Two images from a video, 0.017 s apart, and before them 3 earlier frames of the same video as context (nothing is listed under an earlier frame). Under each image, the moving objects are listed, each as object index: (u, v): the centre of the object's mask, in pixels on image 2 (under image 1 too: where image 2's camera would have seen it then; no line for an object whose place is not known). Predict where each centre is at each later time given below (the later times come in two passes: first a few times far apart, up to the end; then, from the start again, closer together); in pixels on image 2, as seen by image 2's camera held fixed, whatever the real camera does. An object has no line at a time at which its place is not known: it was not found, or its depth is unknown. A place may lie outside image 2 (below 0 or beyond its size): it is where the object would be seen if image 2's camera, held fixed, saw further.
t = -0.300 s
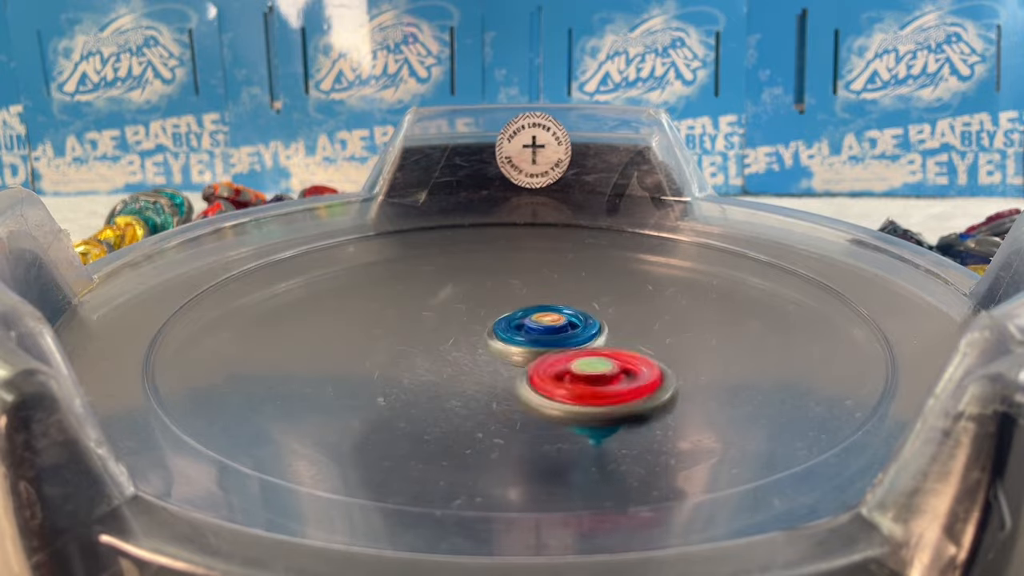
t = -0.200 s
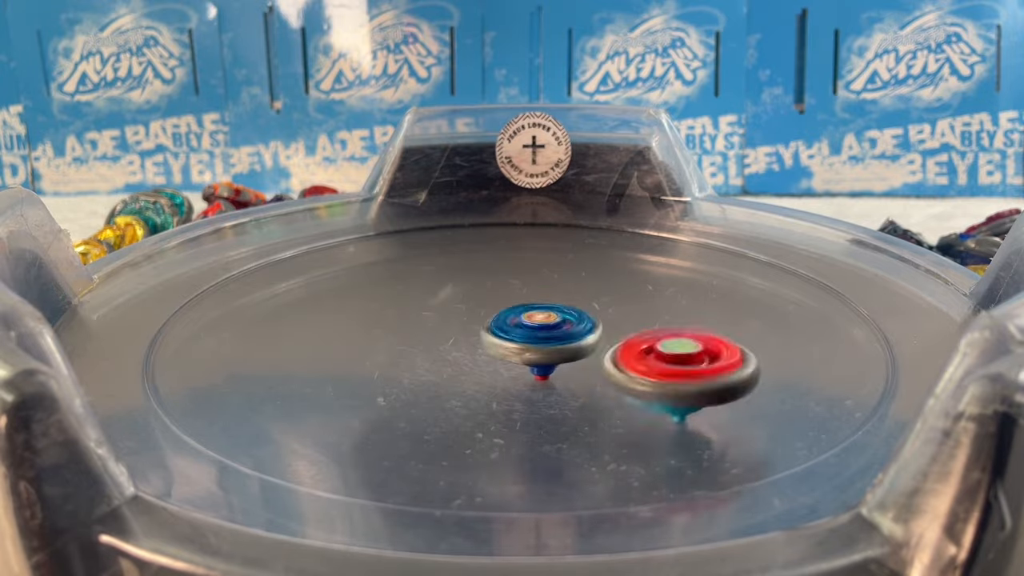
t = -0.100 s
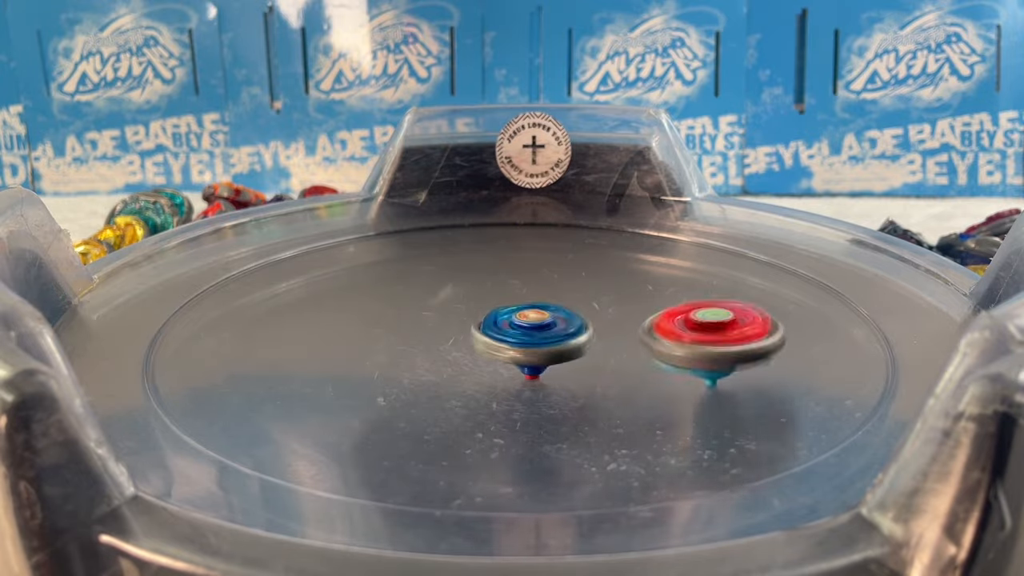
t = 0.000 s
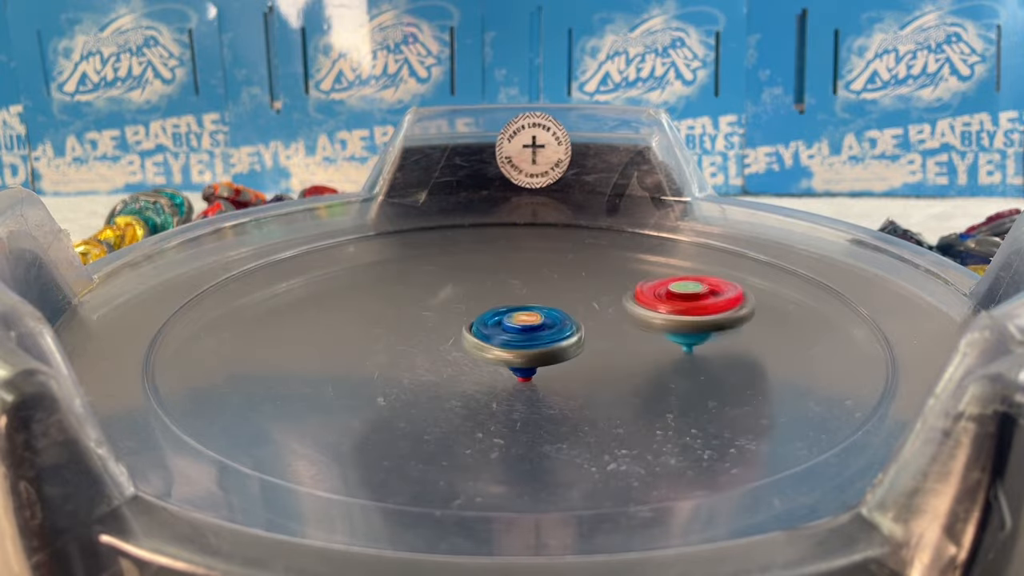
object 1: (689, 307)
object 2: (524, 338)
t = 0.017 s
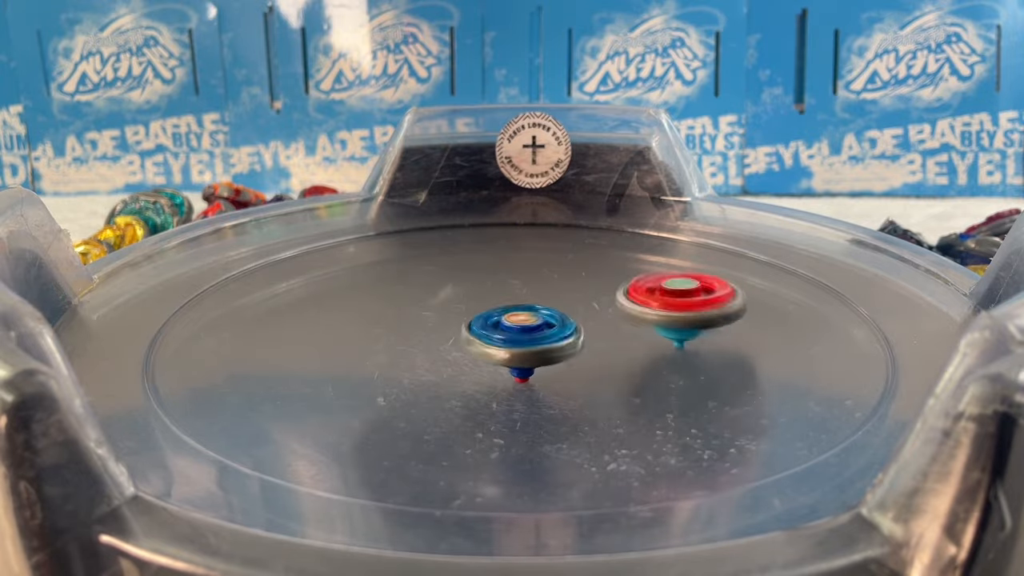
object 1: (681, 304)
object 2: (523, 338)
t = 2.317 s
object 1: (678, 303)
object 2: (536, 334)
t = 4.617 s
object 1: (650, 310)
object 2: (520, 337)
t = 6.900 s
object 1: (645, 320)
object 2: (518, 341)
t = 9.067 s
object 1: (651, 358)
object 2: (527, 340)
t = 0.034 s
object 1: (672, 300)
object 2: (522, 338)
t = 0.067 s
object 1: (651, 293)
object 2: (519, 340)
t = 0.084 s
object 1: (641, 290)
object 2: (519, 340)
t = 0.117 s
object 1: (617, 286)
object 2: (518, 341)
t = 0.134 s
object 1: (605, 284)
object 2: (518, 342)
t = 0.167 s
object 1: (581, 281)
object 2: (518, 343)
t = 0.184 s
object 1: (568, 280)
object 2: (518, 344)
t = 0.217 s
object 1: (542, 280)
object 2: (520, 345)
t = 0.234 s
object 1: (529, 279)
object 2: (522, 345)
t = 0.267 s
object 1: (503, 281)
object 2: (524, 345)
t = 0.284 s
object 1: (491, 282)
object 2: (525, 346)
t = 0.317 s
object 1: (467, 284)
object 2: (529, 344)
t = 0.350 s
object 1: (444, 289)
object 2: (530, 344)
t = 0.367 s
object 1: (433, 291)
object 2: (532, 343)
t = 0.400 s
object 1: (412, 296)
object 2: (533, 342)
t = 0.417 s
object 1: (403, 300)
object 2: (533, 341)
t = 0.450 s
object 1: (384, 307)
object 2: (533, 340)
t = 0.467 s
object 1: (377, 311)
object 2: (532, 340)
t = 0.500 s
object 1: (364, 320)
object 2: (529, 340)
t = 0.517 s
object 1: (358, 324)
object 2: (527, 339)
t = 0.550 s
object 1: (353, 334)
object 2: (525, 339)
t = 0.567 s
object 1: (351, 339)
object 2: (523, 339)
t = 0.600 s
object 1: (351, 350)
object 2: (521, 338)
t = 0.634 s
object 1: (360, 361)
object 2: (519, 339)
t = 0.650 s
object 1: (367, 366)
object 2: (518, 338)
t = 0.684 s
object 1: (383, 375)
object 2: (516, 338)
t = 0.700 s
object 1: (394, 380)
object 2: (515, 338)
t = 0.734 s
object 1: (422, 386)
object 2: (515, 337)
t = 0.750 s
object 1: (439, 390)
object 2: (515, 335)
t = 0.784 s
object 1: (470, 394)
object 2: (513, 333)
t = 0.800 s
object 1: (489, 395)
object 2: (511, 333)
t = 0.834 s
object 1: (524, 396)
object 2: (509, 332)
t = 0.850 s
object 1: (542, 393)
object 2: (506, 333)
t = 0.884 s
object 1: (576, 390)
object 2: (504, 336)
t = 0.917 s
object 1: (605, 384)
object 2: (505, 340)
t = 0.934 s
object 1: (617, 380)
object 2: (506, 341)
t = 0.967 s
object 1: (639, 371)
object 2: (510, 343)
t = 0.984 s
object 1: (649, 366)
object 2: (512, 342)
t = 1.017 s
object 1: (659, 356)
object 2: (514, 343)
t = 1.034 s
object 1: (663, 351)
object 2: (516, 343)
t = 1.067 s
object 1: (669, 339)
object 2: (519, 343)
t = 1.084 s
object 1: (669, 335)
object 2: (520, 343)
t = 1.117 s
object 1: (663, 324)
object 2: (522, 342)
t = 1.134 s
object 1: (660, 319)
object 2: (524, 342)
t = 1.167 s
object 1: (651, 309)
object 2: (525, 341)
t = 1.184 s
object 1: (643, 305)
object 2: (525, 340)
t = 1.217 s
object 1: (628, 296)
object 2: (524, 340)
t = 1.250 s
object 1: (611, 289)
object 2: (526, 339)
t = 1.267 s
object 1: (601, 286)
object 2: (526, 338)
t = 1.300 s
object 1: (580, 280)
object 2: (526, 337)
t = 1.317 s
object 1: (569, 277)
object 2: (525, 337)
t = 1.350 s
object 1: (548, 273)
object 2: (524, 336)
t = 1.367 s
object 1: (535, 272)
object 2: (525, 335)
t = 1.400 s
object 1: (512, 270)
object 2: (522, 335)
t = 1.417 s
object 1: (501, 270)
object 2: (521, 334)
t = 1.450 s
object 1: (477, 271)
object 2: (519, 334)
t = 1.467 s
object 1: (465, 272)
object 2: (518, 334)
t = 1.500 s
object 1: (444, 274)
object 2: (515, 334)
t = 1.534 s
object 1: (422, 279)
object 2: (512, 334)
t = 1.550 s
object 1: (413, 281)
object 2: (511, 334)
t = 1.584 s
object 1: (395, 288)
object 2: (510, 335)
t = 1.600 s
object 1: (388, 292)
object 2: (510, 336)
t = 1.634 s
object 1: (374, 300)
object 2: (512, 337)
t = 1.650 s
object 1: (368, 305)
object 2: (513, 337)
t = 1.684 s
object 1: (362, 315)
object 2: (514, 338)
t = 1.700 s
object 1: (361, 321)
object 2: (515, 338)
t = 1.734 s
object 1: (361, 332)
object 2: (518, 338)
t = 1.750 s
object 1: (363, 337)
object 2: (519, 338)
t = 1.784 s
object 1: (374, 349)
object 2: (521, 339)
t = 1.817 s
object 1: (390, 359)
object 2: (524, 338)
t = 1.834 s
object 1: (399, 363)
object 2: (526, 338)
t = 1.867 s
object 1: (424, 372)
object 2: (531, 337)
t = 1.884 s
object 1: (438, 375)
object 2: (533, 336)
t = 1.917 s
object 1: (467, 380)
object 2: (538, 331)
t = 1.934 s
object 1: (483, 382)
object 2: (539, 330)
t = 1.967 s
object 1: (517, 383)
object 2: (537, 327)
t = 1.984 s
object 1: (535, 384)
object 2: (536, 326)
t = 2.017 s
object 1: (567, 382)
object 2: (532, 326)
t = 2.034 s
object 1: (581, 379)
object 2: (531, 328)
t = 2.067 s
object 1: (613, 375)
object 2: (533, 331)
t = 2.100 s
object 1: (639, 368)
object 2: (535, 334)
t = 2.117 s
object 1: (649, 363)
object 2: (538, 334)
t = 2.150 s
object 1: (667, 354)
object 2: (541, 334)
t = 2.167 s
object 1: (677, 349)
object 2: (541, 334)
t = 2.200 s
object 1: (685, 339)
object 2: (540, 334)
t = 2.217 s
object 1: (688, 334)
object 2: (540, 334)
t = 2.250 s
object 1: (689, 323)
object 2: (538, 334)
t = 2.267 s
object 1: (689, 318)
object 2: (538, 334)
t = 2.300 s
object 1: (684, 308)
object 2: (536, 334)
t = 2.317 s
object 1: (678, 303)
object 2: (536, 334)
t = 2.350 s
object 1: (666, 294)
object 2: (534, 335)
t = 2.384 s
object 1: (650, 287)
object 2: (533, 335)
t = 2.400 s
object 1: (642, 284)
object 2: (534, 336)
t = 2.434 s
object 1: (621, 279)
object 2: (536, 337)
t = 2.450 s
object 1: (609, 277)
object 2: (536, 337)
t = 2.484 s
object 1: (588, 274)
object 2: (538, 338)
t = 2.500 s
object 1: (577, 273)
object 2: (538, 338)
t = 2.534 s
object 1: (552, 272)
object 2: (540, 339)
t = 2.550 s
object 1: (540, 272)
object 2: (541, 339)
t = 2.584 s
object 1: (517, 274)
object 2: (542, 339)
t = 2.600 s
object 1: (505, 275)
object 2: (543, 339)
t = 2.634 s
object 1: (482, 280)
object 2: (546, 338)
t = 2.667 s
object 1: (462, 284)
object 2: (547, 338)
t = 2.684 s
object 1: (451, 287)
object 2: (548, 337)
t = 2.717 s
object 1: (433, 293)
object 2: (548, 337)
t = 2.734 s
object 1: (424, 298)
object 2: (547, 336)
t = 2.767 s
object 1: (408, 306)
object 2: (546, 336)
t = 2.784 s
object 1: (402, 311)
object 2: (545, 336)
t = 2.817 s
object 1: (394, 320)
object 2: (542, 336)
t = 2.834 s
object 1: (390, 325)
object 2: (541, 336)
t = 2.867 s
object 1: (384, 335)
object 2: (539, 336)
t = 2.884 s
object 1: (384, 341)
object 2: (538, 337)
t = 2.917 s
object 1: (389, 350)
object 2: (536, 338)
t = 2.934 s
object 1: (394, 355)
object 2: (535, 339)
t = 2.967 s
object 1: (404, 366)
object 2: (533, 339)
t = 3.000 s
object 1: (421, 374)
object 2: (535, 339)
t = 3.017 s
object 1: (431, 378)
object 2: (535, 339)
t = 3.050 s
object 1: (457, 384)
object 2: (537, 337)
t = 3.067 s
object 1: (469, 387)
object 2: (538, 335)
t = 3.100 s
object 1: (498, 391)
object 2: (537, 333)
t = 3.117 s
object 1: (515, 392)
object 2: (535, 333)
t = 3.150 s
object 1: (548, 392)
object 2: (534, 333)
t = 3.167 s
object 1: (564, 393)
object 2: (533, 334)
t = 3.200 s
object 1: (596, 388)
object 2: (531, 336)
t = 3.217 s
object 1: (609, 385)
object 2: (531, 338)
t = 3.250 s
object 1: (639, 379)
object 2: (533, 341)
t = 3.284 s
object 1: (660, 371)
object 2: (535, 342)
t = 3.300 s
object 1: (668, 366)
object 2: (536, 342)
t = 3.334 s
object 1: (678, 357)
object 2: (536, 341)
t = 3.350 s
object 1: (683, 352)
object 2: (535, 341)
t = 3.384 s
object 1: (687, 341)
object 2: (534, 341)
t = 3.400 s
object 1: (687, 336)
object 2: (533, 341)
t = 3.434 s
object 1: (680, 327)
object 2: (530, 341)
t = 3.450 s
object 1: (675, 322)
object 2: (529, 341)
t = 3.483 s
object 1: (662, 313)
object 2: (526, 341)
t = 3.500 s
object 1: (654, 309)
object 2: (524, 341)
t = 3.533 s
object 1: (639, 302)
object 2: (522, 342)
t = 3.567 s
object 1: (618, 296)
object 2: (519, 342)
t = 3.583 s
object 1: (606, 294)
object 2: (519, 343)
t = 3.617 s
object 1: (585, 289)
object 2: (518, 344)
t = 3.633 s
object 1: (574, 288)
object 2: (518, 344)
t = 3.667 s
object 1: (551, 284)
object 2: (518, 344)
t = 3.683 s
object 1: (539, 284)
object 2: (519, 345)
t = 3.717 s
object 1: (515, 282)
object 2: (519, 345)
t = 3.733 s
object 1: (503, 282)
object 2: (520, 346)
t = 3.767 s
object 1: (480, 284)
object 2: (521, 345)
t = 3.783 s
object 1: (469, 285)
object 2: (522, 344)
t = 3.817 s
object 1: (446, 289)
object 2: (523, 344)
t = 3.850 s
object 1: (425, 292)
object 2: (524, 343)
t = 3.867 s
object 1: (416, 295)
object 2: (523, 343)
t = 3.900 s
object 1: (397, 300)
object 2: (522, 342)
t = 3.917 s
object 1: (389, 304)
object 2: (521, 342)
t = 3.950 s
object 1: (374, 312)
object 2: (520, 341)
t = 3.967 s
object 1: (368, 316)
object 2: (519, 341)
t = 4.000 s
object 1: (360, 325)
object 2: (516, 340)
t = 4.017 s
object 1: (359, 329)
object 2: (516, 341)
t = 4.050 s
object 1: (358, 340)
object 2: (513, 341)
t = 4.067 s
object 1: (360, 344)
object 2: (513, 341)
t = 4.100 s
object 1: (367, 354)
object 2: (512, 341)
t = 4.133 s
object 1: (384, 364)
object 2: (512, 340)
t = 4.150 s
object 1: (392, 368)
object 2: (512, 340)
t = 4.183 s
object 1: (417, 376)
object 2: (514, 339)
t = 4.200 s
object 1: (429, 379)
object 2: (516, 337)
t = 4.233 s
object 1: (458, 383)
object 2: (517, 333)
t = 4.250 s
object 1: (472, 384)
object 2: (514, 331)
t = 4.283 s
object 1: (507, 386)
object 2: (510, 331)
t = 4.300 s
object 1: (523, 386)
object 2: (507, 331)
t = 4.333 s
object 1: (554, 384)
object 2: (505, 331)
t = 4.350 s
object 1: (568, 382)
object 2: (504, 334)
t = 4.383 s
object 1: (594, 375)
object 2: (506, 338)
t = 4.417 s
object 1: (620, 367)
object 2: (508, 340)
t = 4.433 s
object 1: (630, 363)
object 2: (511, 340)
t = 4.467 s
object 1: (645, 355)
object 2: (515, 340)
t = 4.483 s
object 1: (649, 349)
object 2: (516, 340)
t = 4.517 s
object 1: (656, 340)
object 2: (517, 339)
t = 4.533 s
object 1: (657, 334)
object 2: (518, 340)
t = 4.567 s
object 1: (657, 325)
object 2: (519, 338)
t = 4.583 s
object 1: (655, 320)
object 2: (520, 338)
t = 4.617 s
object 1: (650, 310)
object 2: (520, 337)
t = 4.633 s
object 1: (645, 306)
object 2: (520, 336)
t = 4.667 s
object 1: (633, 298)
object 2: (521, 336)
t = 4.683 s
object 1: (626, 293)
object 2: (521, 336)
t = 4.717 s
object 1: (608, 287)
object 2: (520, 335)
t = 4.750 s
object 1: (590, 281)
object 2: (520, 334)
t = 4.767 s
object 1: (581, 279)
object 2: (520, 334)
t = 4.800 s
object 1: (561, 275)
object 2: (518, 334)
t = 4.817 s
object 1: (550, 273)
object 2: (517, 333)
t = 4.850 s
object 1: (528, 271)
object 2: (516, 333)
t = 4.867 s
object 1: (517, 271)
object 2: (514, 333)
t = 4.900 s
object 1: (495, 272)
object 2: (512, 334)
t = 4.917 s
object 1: (484, 273)
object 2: (512, 335)
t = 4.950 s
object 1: (463, 278)
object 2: (512, 335)
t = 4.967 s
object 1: (453, 280)
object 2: (512, 335)
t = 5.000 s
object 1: (435, 285)
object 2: (515, 336)
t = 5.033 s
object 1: (418, 292)
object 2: (517, 336)
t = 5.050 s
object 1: (411, 296)
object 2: (519, 336)
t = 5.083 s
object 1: (399, 304)
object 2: (521, 336)
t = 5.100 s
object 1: (396, 309)
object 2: (522, 336)
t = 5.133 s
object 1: (389, 319)
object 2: (523, 336)
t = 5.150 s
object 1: (387, 324)
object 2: (524, 336)
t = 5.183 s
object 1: (388, 334)
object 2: (525, 336)
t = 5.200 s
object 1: (390, 340)
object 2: (527, 336)
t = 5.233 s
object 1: (399, 349)
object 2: (528, 336)
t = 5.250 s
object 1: (407, 354)
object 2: (530, 335)
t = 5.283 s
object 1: (423, 363)
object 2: (534, 335)
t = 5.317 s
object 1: (443, 370)
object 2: (538, 333)
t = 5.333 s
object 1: (454, 373)
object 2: (540, 331)
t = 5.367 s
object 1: (480, 378)
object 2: (539, 328)
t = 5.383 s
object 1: (495, 380)
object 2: (539, 327)
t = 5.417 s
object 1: (526, 382)
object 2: (537, 326)
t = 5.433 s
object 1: (542, 383)
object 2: (536, 326)
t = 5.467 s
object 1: (571, 382)
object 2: (533, 326)
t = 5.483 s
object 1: (585, 380)
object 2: (532, 328)
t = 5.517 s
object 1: (612, 375)
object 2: (532, 331)
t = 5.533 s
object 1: (624, 372)
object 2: (536, 333)
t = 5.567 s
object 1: (649, 364)
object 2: (539, 335)
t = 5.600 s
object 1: (667, 356)
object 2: (542, 335)
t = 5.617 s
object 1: (674, 352)
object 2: (543, 336)
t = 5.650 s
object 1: (683, 343)
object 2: (545, 336)
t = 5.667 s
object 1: (684, 338)
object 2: (546, 335)
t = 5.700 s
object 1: (684, 328)
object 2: (546, 336)
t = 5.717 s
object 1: (683, 323)
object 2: (547, 336)
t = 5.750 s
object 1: (676, 315)
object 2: (546, 336)
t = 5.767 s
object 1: (671, 311)
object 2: (547, 336)
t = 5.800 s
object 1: (659, 303)
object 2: (546, 336)
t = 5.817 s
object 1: (651, 299)
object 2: (544, 336)
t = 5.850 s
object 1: (634, 293)
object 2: (544, 336)
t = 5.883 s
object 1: (616, 288)
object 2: (543, 337)
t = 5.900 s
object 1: (605, 286)
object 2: (544, 337)
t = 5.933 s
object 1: (582, 283)
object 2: (541, 338)
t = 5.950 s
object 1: (570, 282)
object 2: (541, 338)
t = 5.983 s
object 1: (547, 281)
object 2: (540, 339)
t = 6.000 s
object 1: (535, 281)
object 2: (539, 339)
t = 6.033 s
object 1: (513, 283)
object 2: (538, 340)
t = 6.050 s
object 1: (500, 285)
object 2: (537, 340)
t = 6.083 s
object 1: (479, 289)
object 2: (537, 340)
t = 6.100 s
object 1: (468, 292)
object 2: (536, 340)
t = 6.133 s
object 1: (449, 296)
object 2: (536, 341)
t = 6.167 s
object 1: (431, 302)
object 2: (538, 341)
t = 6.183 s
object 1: (423, 306)
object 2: (537, 341)
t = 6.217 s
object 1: (408, 313)
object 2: (536, 341)
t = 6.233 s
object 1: (403, 316)
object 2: (537, 341)
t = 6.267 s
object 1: (393, 324)
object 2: (535, 342)
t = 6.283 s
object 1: (389, 329)
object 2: (533, 342)
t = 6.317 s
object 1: (384, 338)
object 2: (532, 342)
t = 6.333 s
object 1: (383, 343)
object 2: (531, 342)
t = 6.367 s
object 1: (386, 353)
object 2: (529, 342)
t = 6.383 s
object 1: (390, 357)
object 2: (528, 342)
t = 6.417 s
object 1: (401, 366)
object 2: (528, 342)
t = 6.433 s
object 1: (408, 370)
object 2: (529, 341)
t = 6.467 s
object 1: (427, 377)
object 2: (529, 340)
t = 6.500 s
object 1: (451, 383)
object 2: (529, 337)
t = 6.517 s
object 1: (465, 386)
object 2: (529, 336)
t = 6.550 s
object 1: (494, 389)
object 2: (526, 333)
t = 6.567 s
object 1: (508, 389)
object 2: (522, 332)
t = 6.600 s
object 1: (539, 388)
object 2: (516, 332)
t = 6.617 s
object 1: (553, 388)
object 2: (512, 334)
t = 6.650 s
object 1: (581, 384)
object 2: (512, 337)
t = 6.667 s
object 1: (593, 381)
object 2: (512, 338)
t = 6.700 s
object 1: (619, 374)
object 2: (513, 342)
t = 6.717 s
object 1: (628, 370)
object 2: (514, 342)
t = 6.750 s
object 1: (643, 362)
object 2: (516, 343)
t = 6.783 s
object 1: (652, 353)
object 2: (518, 343)
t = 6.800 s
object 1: (655, 348)
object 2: (518, 342)
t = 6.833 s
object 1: (656, 339)
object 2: (517, 342)
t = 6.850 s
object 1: (655, 334)
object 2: (518, 342)
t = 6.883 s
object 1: (649, 325)
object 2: (518, 342)
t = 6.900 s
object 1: (645, 320)
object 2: (518, 341)
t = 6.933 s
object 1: (634, 312)
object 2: (516, 341)
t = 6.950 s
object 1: (628, 308)
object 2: (517, 341)
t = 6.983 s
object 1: (614, 301)
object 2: (516, 341)
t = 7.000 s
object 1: (605, 298)
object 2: (516, 340)
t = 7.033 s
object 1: (588, 292)
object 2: (517, 340)
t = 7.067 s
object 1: (569, 286)
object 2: (517, 339)
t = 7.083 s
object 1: (559, 284)
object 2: (517, 339)
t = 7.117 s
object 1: (537, 282)
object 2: (518, 338)
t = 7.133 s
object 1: (526, 281)
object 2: (517, 339)
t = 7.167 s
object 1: (504, 280)
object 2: (518, 338)
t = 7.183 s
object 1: (493, 280)
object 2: (518, 338)
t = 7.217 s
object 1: (472, 282)
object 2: (518, 337)
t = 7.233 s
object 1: (462, 284)
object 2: (519, 337)
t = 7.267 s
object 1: (443, 287)
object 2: (520, 337)
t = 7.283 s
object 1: (433, 289)
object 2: (520, 337)
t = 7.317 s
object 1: (416, 294)
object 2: (522, 336)
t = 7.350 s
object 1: (401, 300)
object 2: (522, 336)
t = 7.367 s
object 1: (395, 304)
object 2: (522, 335)
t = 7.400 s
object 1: (385, 312)
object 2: (522, 335)
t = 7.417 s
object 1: (381, 316)
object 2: (521, 334)
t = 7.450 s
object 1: (376, 325)
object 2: (520, 334)
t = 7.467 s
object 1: (375, 331)
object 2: (520, 334)
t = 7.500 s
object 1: (378, 340)
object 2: (519, 334)
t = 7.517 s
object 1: (382, 345)
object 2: (519, 334)
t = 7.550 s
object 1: (394, 354)
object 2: (519, 334)
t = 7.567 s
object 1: (402, 359)
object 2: (521, 334)
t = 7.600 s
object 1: (422, 366)
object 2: (523, 332)
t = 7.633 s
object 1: (444, 372)
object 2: (523, 329)
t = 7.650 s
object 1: (458, 375)
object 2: (522, 327)
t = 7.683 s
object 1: (486, 378)
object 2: (521, 325)
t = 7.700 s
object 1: (500, 378)
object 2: (521, 325)
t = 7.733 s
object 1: (530, 379)
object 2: (517, 324)
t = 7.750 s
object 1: (545, 379)
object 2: (514, 325)
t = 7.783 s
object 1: (572, 378)
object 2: (512, 327)
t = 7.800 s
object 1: (585, 375)
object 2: (510, 329)
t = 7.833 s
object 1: (609, 369)
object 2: (514, 333)
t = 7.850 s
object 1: (621, 366)
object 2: (516, 333)
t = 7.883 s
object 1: (639, 359)
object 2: (519, 334)
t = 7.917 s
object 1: (653, 350)
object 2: (519, 334)
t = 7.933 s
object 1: (658, 346)
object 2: (520, 334)
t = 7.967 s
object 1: (666, 337)
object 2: (520, 334)
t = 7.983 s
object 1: (668, 332)
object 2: (520, 334)
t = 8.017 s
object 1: (668, 323)
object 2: (521, 335)
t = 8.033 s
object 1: (667, 318)
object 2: (522, 335)
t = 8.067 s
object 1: (660, 310)
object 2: (523, 335)
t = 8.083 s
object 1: (655, 306)
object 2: (522, 336)
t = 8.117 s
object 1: (643, 299)
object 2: (524, 336)
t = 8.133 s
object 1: (636, 296)
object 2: (524, 336)
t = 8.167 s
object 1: (619, 290)
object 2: (524, 337)
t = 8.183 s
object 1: (610, 288)
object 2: (526, 337)
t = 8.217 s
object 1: (590, 285)
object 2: (527, 337)
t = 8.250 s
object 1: (570, 280)
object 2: (528, 337)
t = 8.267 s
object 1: (560, 279)
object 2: (528, 337)
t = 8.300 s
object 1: (539, 279)
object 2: (529, 339)
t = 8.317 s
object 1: (527, 279)
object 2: (529, 338)
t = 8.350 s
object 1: (505, 282)
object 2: (530, 339)
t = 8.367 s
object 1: (495, 284)
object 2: (530, 339)
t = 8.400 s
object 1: (474, 288)
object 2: (531, 339)
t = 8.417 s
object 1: (465, 291)
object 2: (532, 340)
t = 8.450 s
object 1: (448, 297)
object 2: (533, 340)
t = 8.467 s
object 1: (440, 300)
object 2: (533, 340)
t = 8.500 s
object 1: (425, 307)
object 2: (535, 341)
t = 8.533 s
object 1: (414, 315)
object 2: (537, 340)
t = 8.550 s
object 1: (409, 318)
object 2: (538, 340)
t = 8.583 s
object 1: (401, 327)
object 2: (538, 340)
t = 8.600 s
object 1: (399, 332)
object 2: (538, 340)
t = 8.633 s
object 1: (398, 341)
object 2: (540, 340)
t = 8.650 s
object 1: (400, 345)
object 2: (540, 340)
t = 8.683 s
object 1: (406, 354)
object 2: (540, 340)
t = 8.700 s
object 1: (410, 359)
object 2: (540, 339)
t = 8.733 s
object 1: (424, 367)
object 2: (542, 339)
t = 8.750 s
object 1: (432, 371)
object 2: (542, 338)
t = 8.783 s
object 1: (452, 377)
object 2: (543, 336)
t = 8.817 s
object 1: (475, 381)
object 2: (542, 333)
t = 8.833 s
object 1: (488, 383)
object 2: (542, 332)
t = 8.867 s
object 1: (515, 385)
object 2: (537, 330)
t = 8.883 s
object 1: (531, 386)
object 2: (535, 329)
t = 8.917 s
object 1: (560, 385)
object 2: (530, 330)
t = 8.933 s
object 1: (573, 383)
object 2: (528, 330)
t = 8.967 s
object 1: (598, 379)
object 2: (524, 333)
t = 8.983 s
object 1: (610, 377)
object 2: (524, 336)
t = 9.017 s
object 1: (630, 370)
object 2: (524, 339)
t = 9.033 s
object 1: (639, 366)
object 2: (525, 339)
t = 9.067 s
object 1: (651, 358)
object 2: (527, 340)
